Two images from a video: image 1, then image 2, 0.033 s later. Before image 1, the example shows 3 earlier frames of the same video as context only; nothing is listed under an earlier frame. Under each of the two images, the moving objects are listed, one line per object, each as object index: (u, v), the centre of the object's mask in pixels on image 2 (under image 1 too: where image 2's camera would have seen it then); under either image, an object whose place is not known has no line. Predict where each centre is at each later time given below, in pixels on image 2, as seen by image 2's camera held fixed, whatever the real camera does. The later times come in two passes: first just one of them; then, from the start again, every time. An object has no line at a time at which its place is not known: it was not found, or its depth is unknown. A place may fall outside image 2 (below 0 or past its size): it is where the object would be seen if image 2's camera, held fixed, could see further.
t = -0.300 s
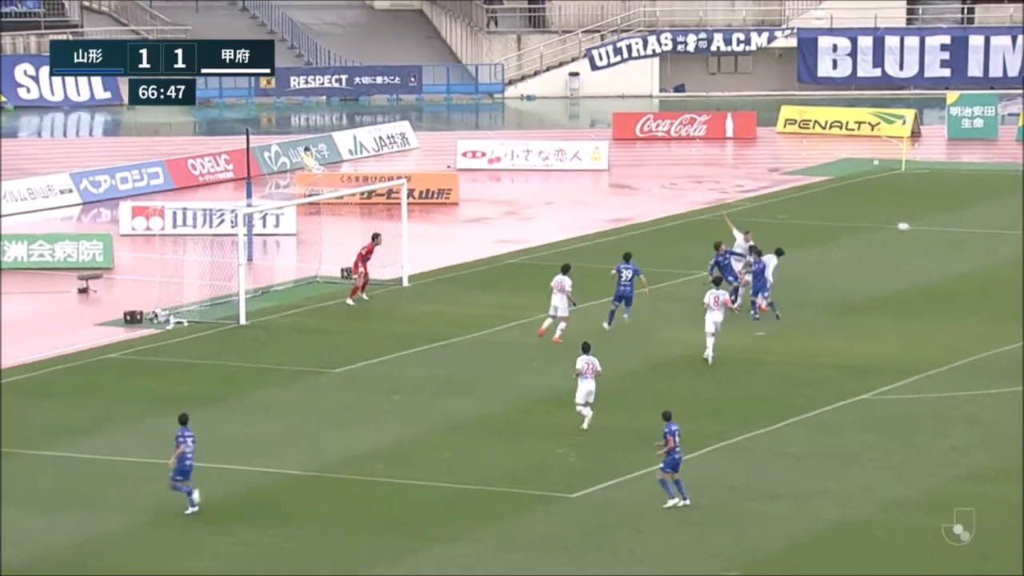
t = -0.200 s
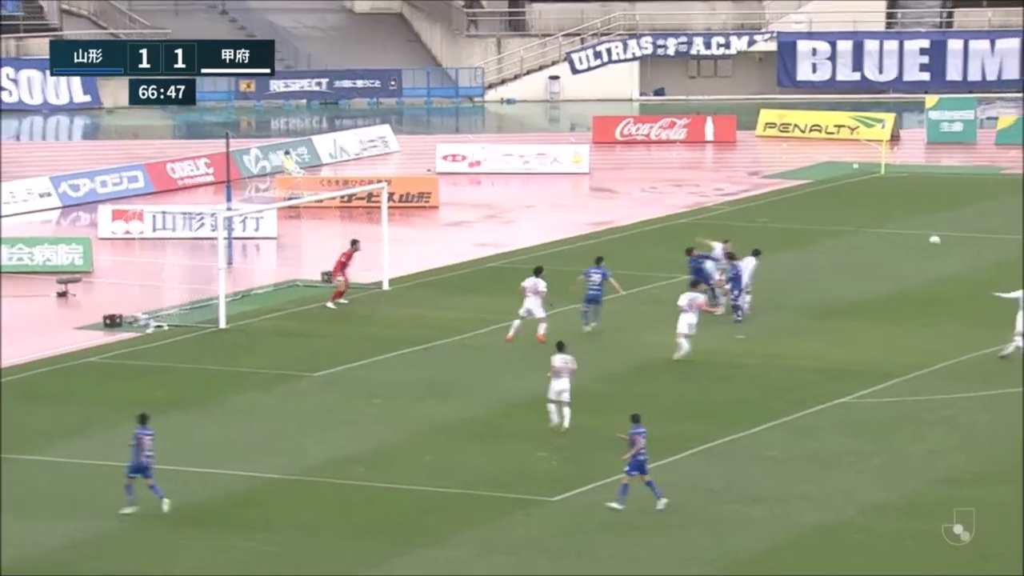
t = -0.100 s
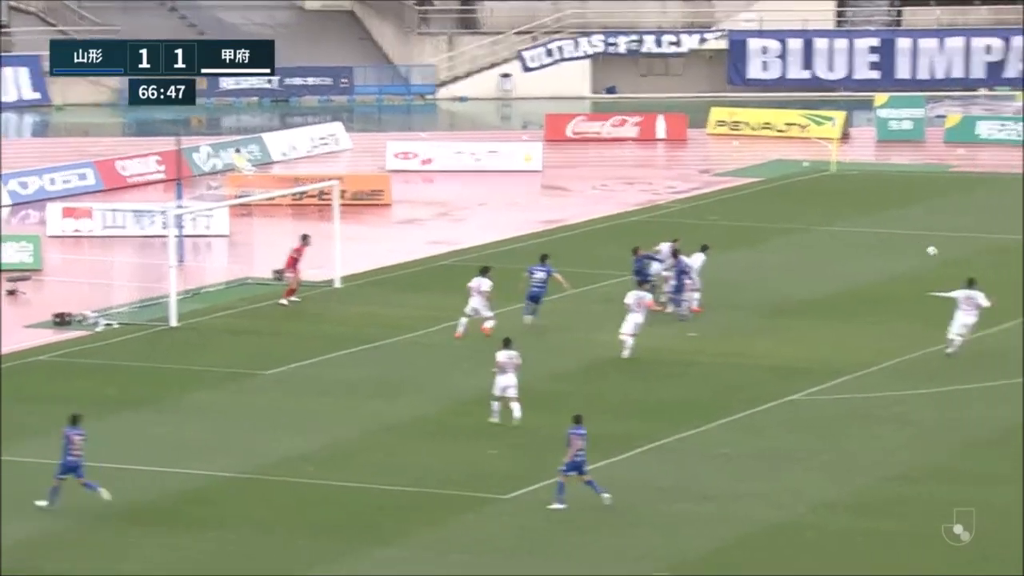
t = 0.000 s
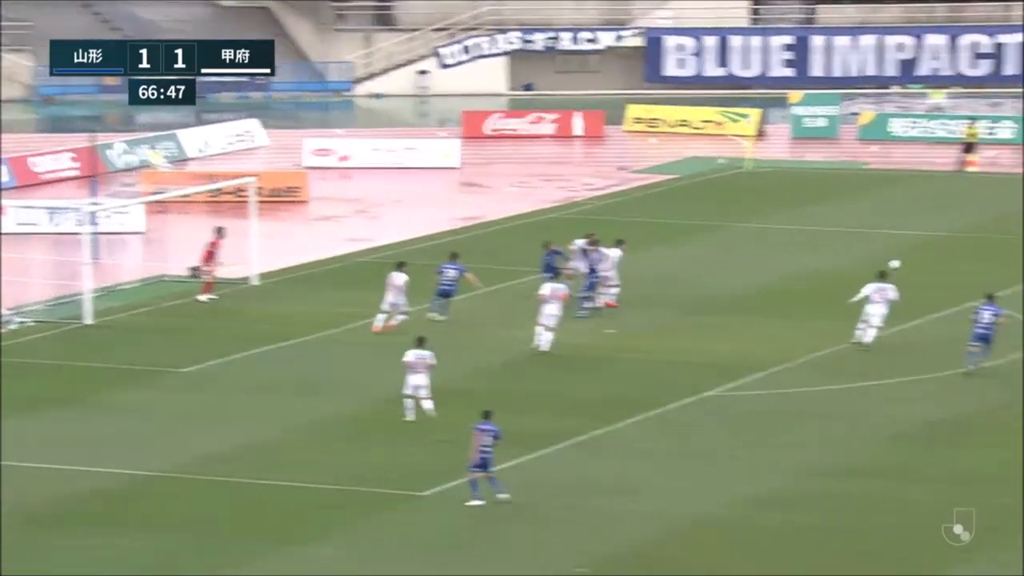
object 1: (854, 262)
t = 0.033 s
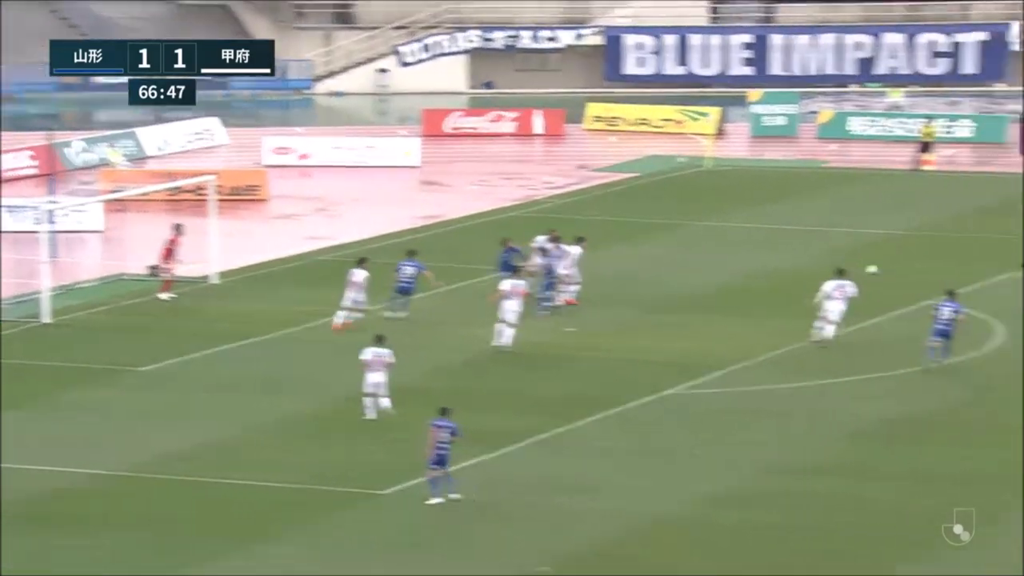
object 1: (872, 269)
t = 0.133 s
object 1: (919, 293)
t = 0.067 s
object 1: (891, 279)
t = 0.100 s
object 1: (900, 283)
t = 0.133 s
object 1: (919, 293)
